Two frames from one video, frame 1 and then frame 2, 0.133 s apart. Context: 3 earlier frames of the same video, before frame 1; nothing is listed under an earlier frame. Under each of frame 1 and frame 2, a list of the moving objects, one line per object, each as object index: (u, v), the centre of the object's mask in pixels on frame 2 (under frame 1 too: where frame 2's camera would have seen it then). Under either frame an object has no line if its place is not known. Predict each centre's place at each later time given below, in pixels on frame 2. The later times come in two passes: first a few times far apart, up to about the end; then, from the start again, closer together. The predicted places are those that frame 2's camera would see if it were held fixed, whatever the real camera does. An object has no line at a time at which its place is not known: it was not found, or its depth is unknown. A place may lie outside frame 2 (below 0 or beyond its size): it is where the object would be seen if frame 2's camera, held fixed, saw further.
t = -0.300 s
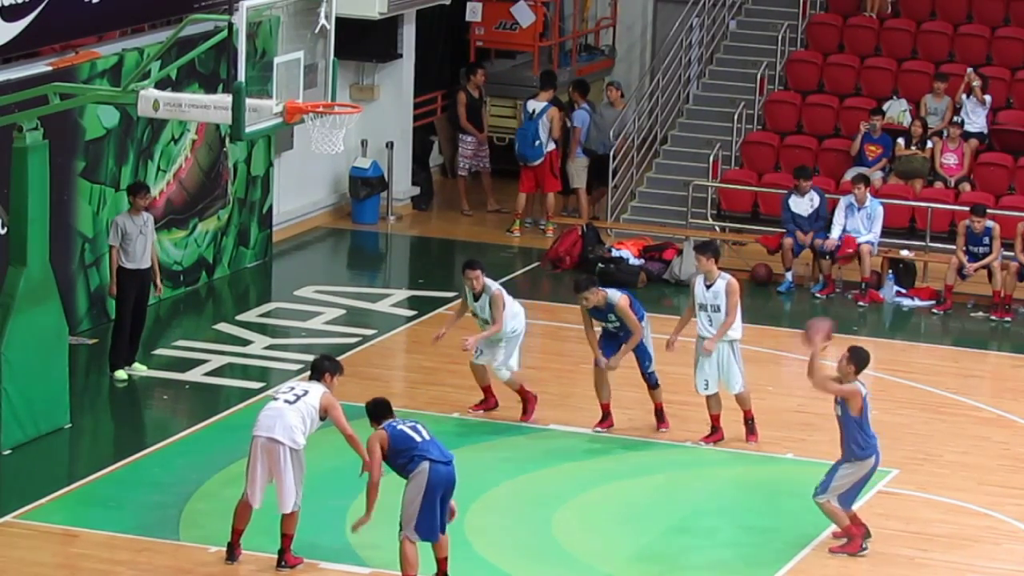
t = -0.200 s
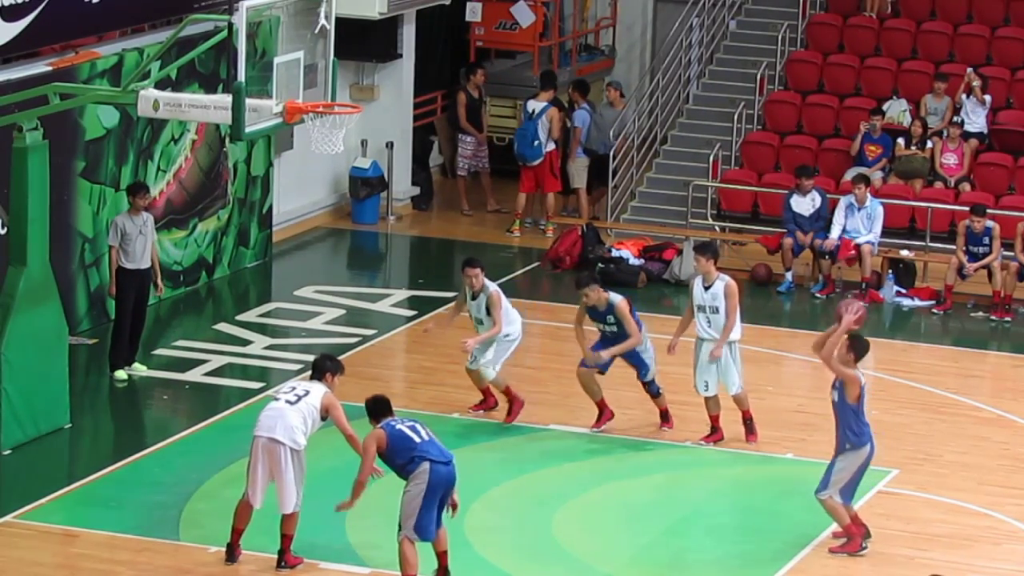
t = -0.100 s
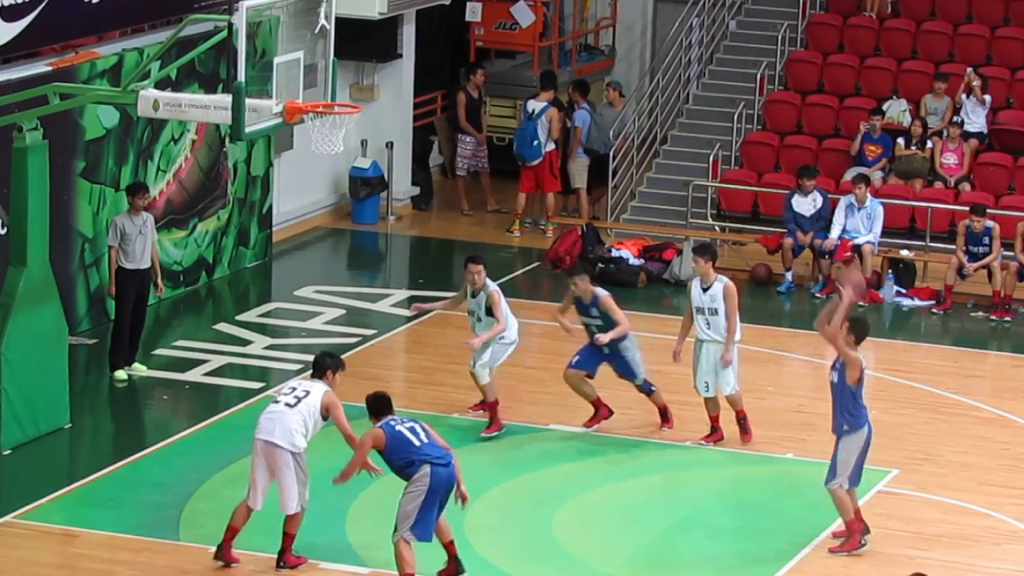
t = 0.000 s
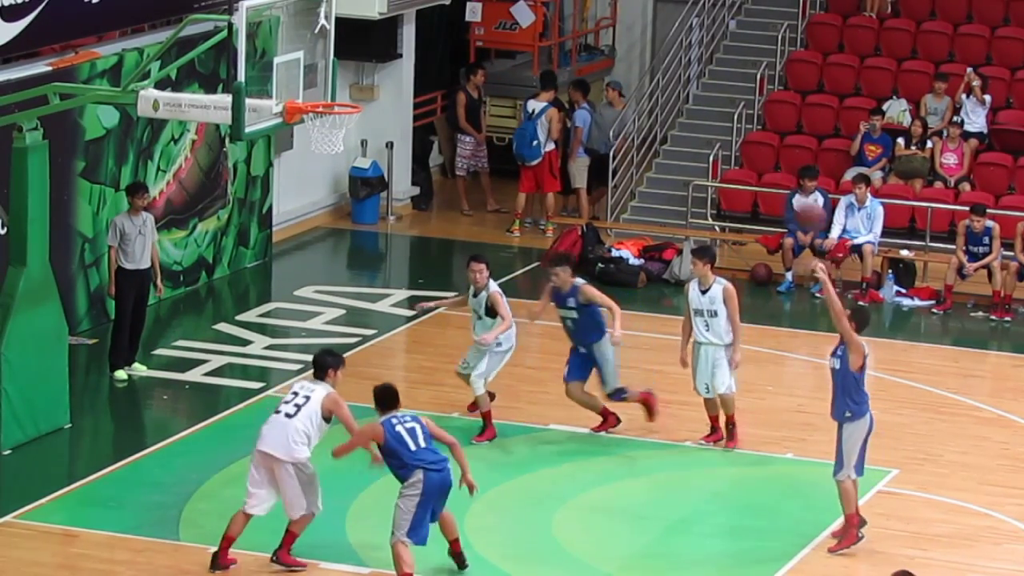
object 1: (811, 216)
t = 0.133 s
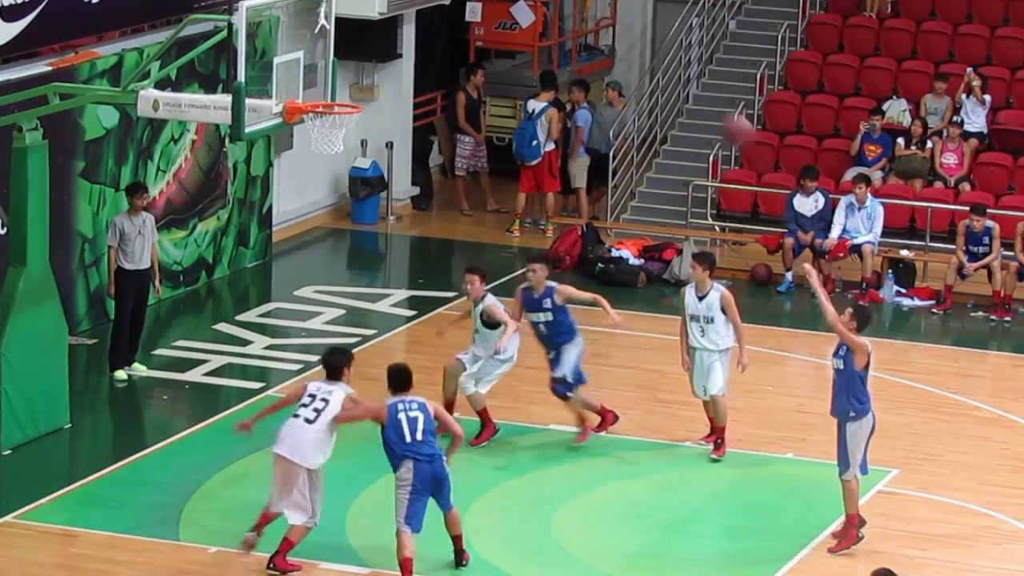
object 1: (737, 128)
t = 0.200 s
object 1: (703, 96)
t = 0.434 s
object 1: (578, 24)
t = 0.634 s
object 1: (473, 19)
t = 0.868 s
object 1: (355, 70)
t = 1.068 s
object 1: (336, 67)
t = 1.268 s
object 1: (356, 63)
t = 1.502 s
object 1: (380, 122)
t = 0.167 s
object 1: (719, 111)
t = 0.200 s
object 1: (703, 96)
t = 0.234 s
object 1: (683, 81)
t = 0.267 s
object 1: (666, 69)
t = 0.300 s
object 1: (649, 58)
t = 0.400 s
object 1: (596, 31)
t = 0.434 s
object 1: (578, 24)
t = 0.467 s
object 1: (562, 21)
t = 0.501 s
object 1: (544, 16)
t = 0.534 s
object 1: (527, 14)
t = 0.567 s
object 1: (509, 11)
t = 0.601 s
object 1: (494, 13)
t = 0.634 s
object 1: (473, 19)
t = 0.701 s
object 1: (439, 27)
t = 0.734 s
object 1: (424, 33)
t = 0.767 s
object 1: (405, 39)
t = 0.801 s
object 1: (387, 48)
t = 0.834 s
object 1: (371, 59)
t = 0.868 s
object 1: (355, 70)
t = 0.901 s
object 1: (339, 82)
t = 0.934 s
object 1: (323, 95)
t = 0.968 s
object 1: (325, 87)
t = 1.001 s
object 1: (329, 79)
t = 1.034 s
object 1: (332, 73)
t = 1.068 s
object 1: (336, 67)
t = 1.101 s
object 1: (340, 63)
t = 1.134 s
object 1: (343, 61)
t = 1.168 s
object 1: (347, 59)
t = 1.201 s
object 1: (350, 59)
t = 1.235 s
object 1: (353, 60)
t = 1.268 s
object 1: (356, 63)
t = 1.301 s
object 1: (360, 67)
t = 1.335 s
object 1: (363, 72)
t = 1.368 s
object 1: (367, 79)
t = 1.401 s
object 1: (370, 87)
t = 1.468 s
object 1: (377, 108)
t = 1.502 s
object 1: (380, 122)
